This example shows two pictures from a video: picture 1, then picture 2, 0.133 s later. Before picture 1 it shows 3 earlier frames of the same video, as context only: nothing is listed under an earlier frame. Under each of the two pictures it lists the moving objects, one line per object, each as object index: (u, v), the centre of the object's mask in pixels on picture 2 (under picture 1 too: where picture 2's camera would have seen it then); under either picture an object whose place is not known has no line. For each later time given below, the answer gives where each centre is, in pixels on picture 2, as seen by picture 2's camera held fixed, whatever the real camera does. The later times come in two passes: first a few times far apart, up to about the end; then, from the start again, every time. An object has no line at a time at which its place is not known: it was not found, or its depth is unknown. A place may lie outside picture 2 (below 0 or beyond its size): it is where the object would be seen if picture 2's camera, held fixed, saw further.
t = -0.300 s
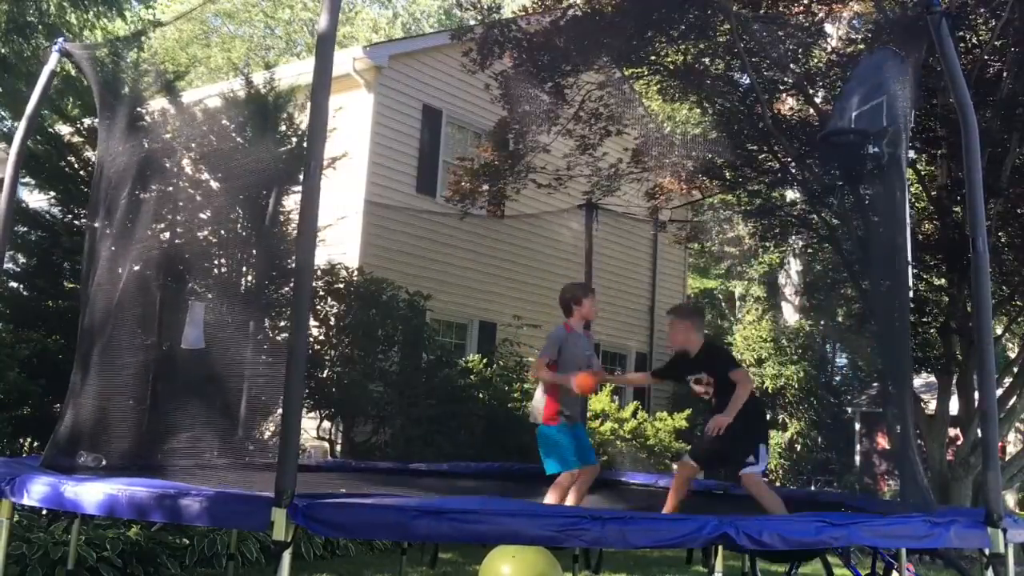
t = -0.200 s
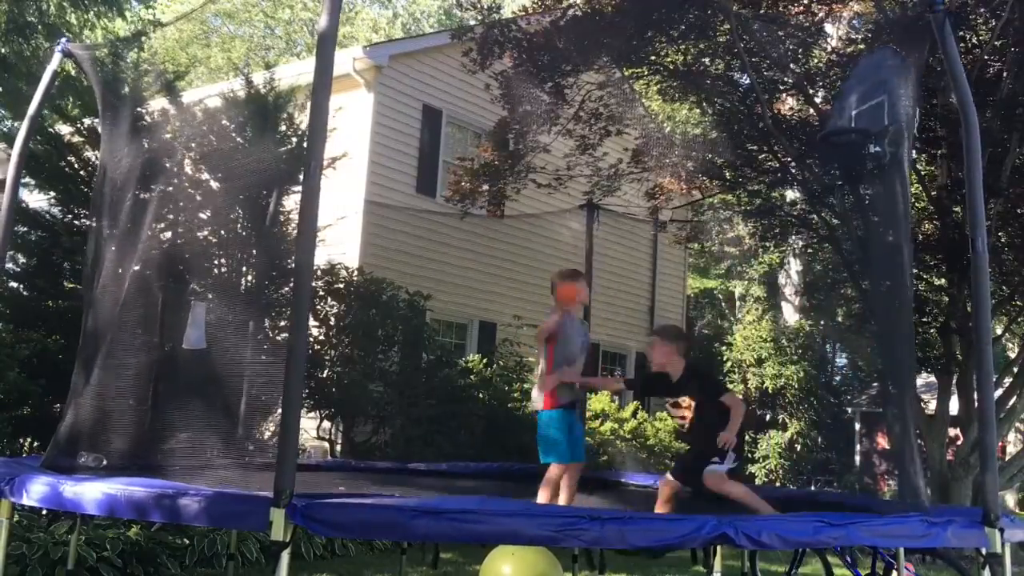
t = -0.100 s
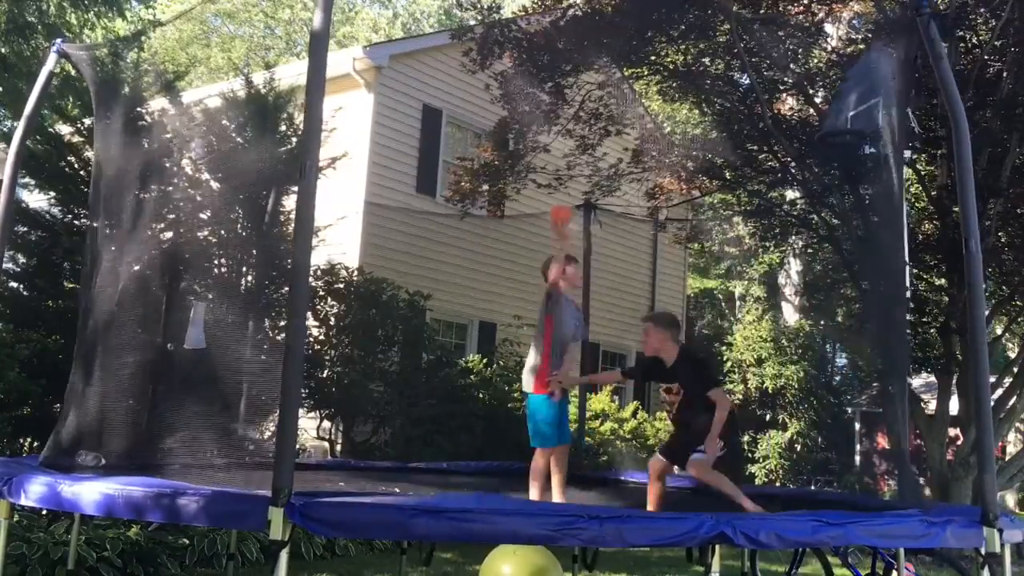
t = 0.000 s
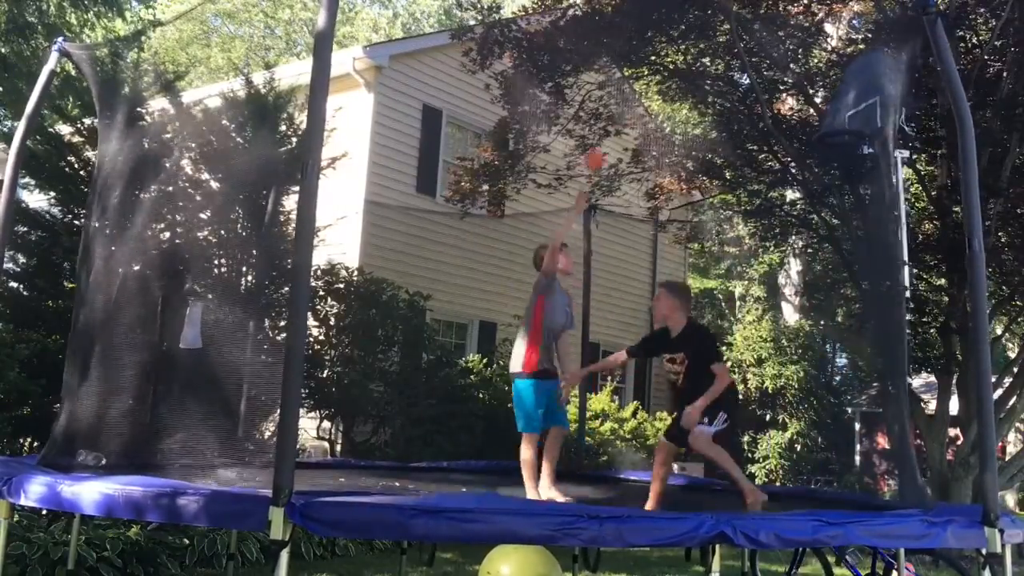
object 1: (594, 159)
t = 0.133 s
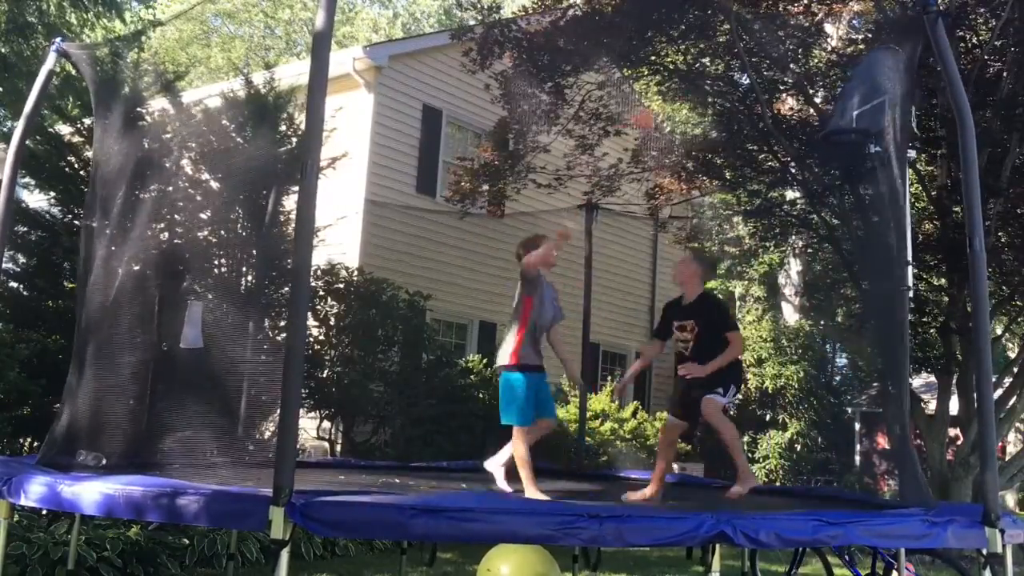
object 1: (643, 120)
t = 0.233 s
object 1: (676, 106)
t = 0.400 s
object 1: (726, 127)
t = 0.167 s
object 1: (653, 113)
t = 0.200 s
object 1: (665, 108)
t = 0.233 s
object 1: (676, 106)
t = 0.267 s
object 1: (687, 106)
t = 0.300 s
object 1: (699, 110)
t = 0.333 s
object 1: (706, 114)
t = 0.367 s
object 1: (715, 119)
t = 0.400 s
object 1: (726, 127)
